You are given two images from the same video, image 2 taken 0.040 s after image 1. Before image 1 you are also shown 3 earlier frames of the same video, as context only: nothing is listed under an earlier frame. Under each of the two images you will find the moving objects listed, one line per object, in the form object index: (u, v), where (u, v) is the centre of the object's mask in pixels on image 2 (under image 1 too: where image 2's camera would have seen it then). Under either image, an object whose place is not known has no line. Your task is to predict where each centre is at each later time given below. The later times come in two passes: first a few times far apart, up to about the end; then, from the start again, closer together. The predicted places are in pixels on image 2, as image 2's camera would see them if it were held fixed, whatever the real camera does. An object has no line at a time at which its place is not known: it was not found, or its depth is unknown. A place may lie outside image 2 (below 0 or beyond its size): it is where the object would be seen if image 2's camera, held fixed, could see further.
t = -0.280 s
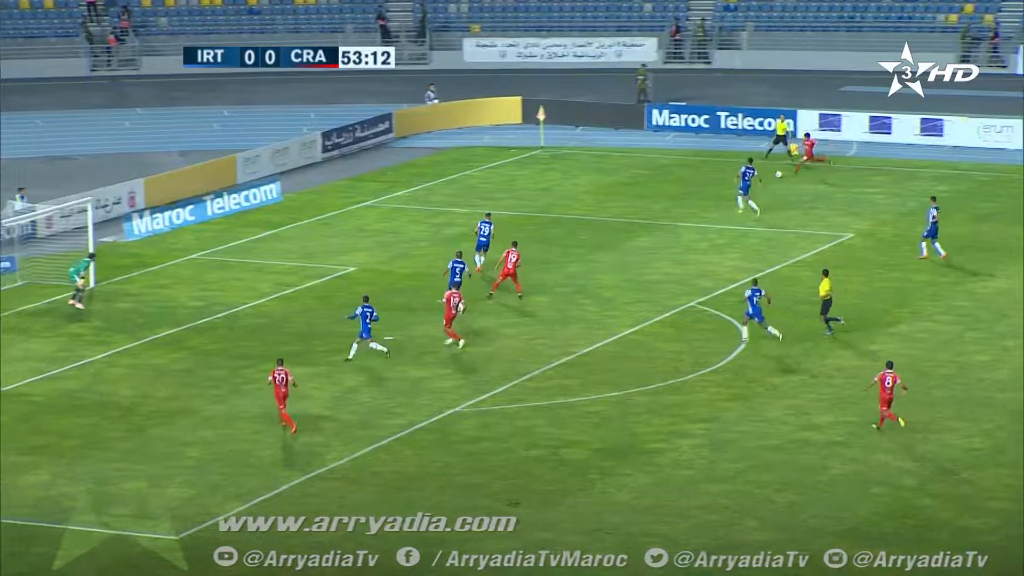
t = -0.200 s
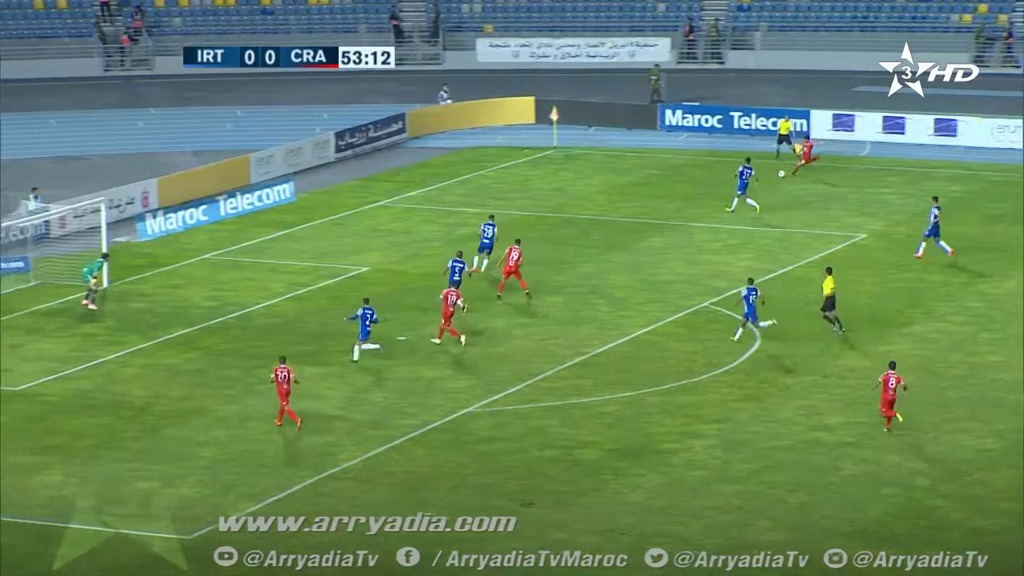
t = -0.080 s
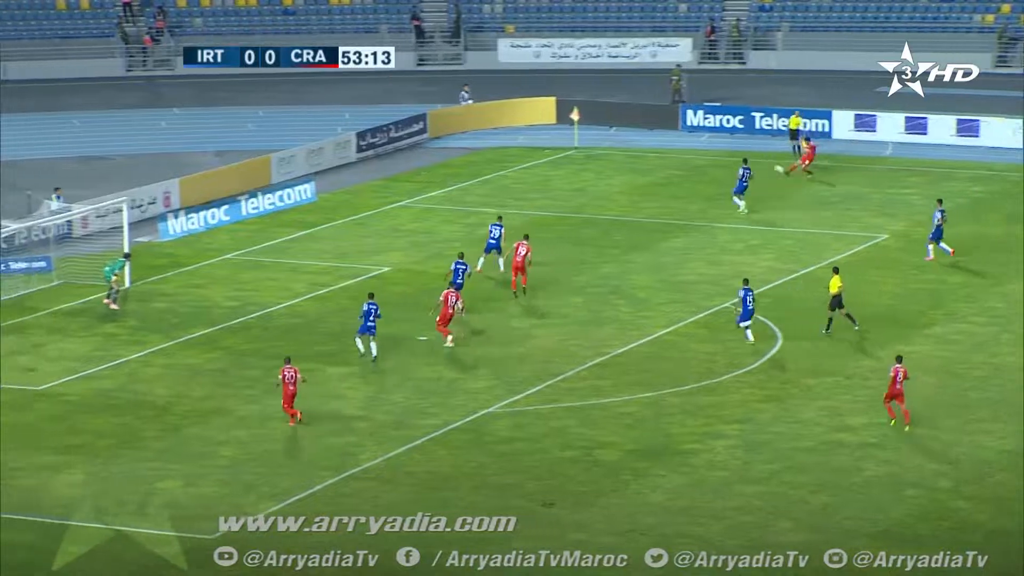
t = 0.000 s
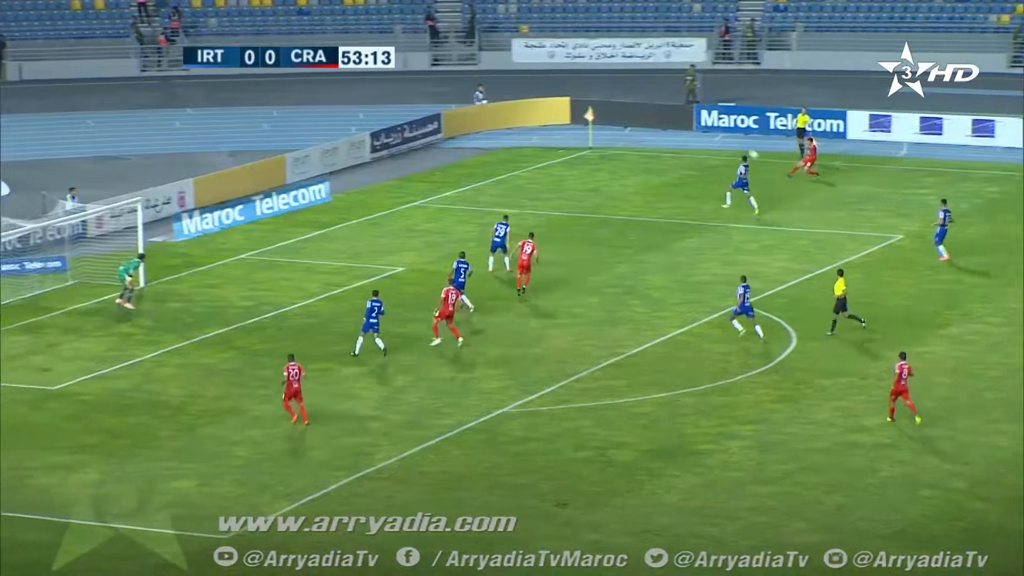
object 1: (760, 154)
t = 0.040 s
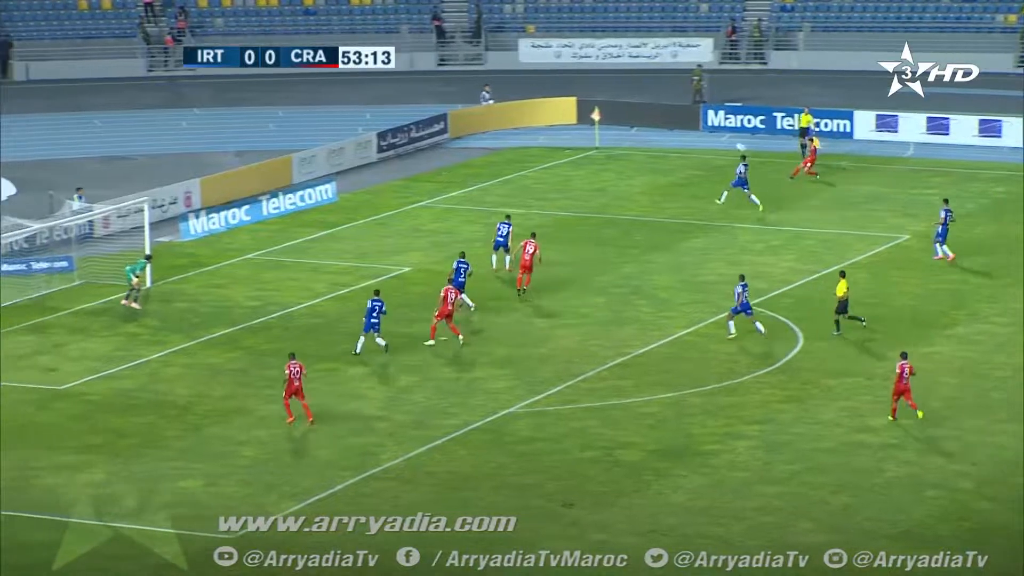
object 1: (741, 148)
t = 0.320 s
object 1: (616, 105)
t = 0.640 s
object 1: (494, 78)
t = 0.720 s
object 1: (464, 77)
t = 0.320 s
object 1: (616, 105)
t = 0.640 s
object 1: (494, 78)
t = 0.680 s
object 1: (480, 77)
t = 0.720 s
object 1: (464, 77)
